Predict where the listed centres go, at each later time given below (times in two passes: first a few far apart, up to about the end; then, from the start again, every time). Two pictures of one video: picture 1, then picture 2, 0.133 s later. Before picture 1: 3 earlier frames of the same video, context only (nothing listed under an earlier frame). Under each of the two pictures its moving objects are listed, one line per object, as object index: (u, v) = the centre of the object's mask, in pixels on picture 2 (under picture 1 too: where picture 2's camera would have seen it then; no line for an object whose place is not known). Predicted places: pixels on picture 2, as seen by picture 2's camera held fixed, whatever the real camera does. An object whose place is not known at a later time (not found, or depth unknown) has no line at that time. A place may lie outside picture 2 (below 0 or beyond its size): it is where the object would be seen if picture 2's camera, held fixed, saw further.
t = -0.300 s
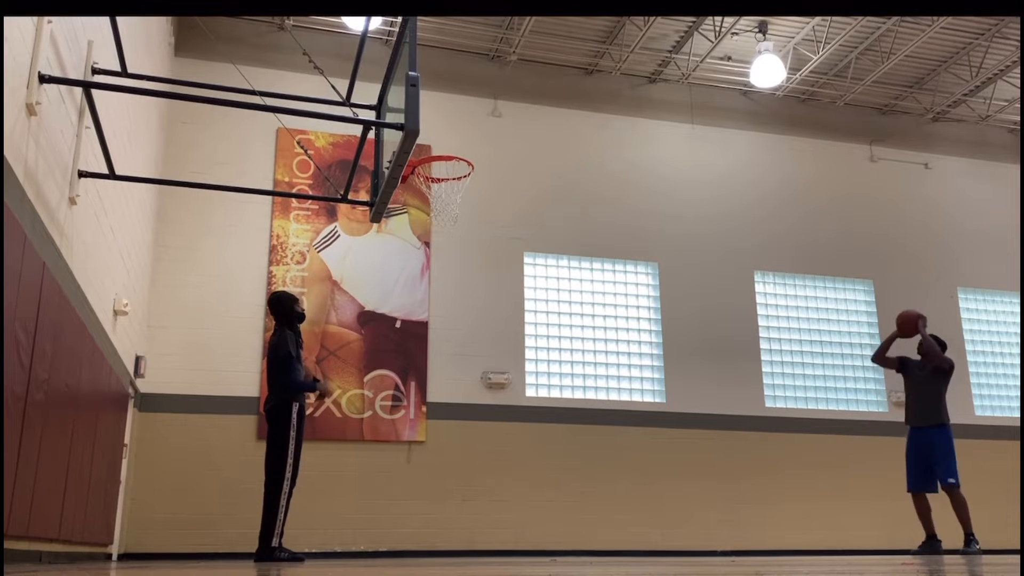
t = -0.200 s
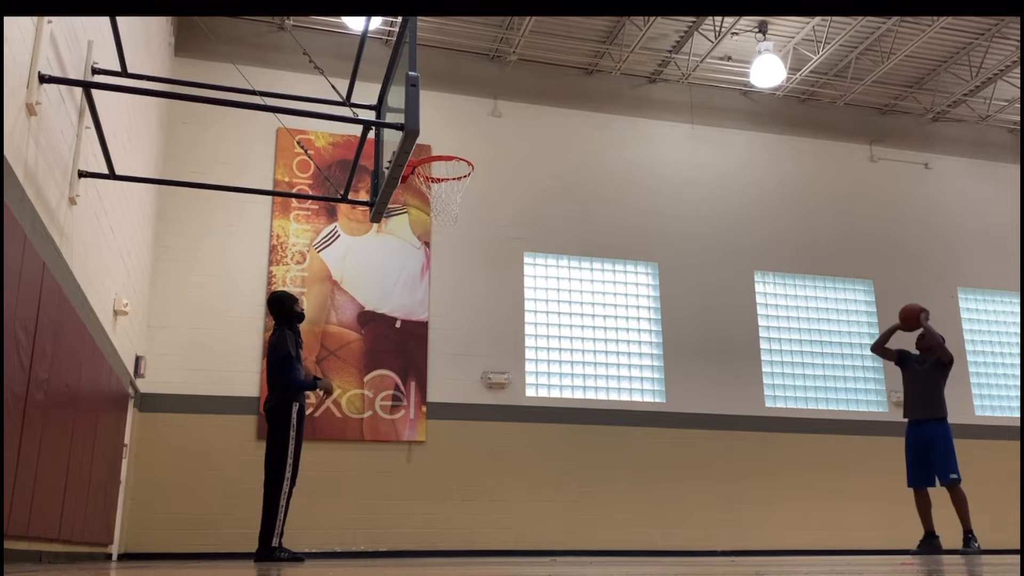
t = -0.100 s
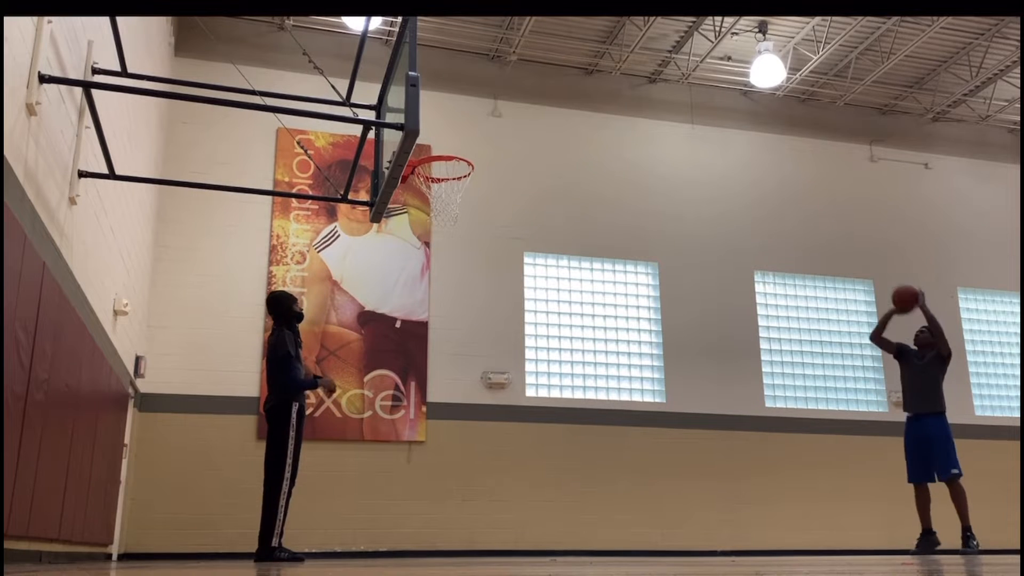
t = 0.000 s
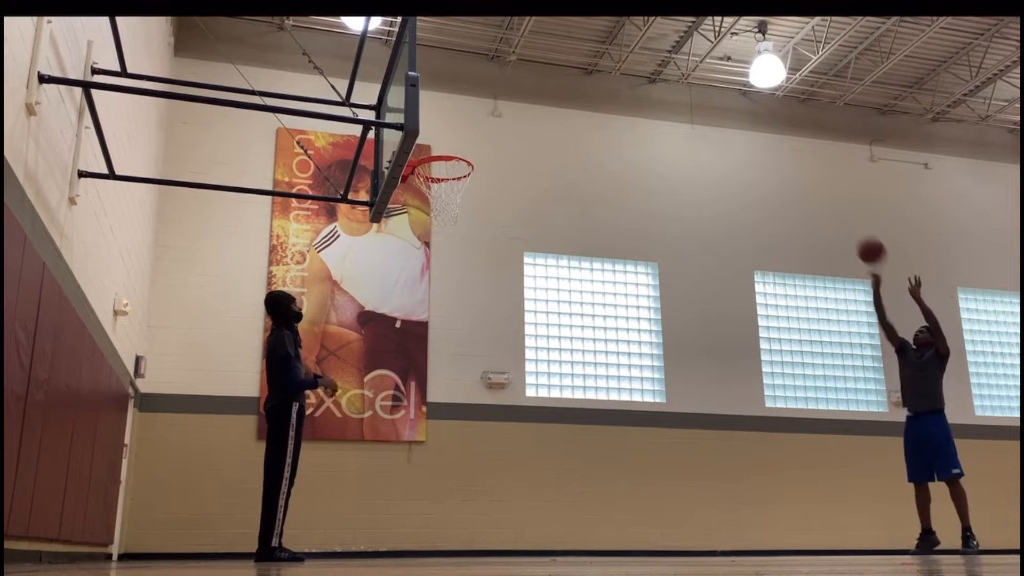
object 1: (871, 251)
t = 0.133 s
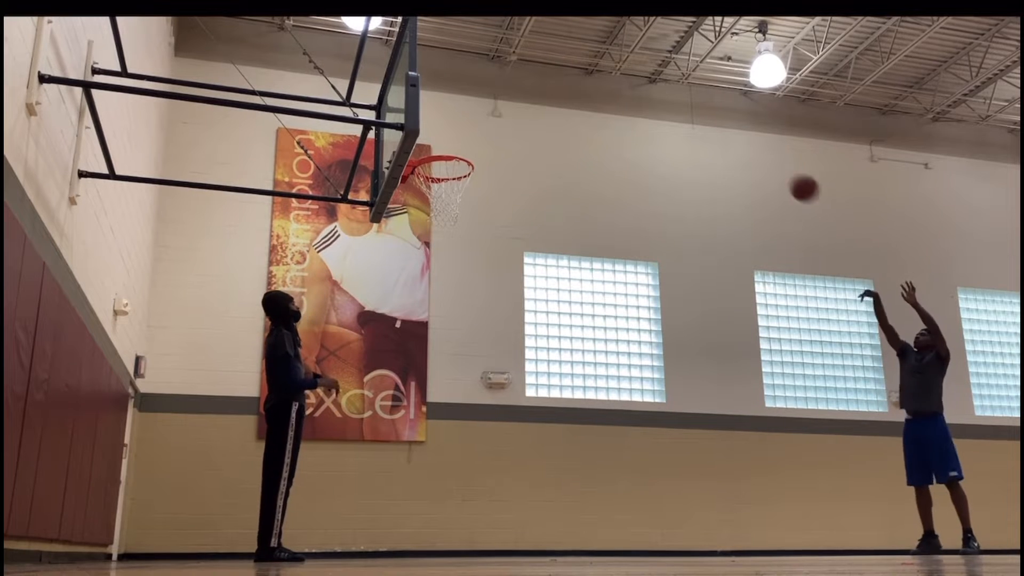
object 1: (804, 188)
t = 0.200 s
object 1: (771, 163)
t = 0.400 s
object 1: (675, 117)
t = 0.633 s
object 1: (564, 113)
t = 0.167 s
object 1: (787, 175)
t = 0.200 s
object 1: (771, 163)
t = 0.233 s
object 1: (755, 153)
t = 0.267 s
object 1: (739, 143)
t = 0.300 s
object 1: (723, 135)
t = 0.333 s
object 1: (707, 128)
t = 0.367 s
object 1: (691, 122)
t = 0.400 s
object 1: (675, 117)
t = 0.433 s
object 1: (660, 113)
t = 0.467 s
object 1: (644, 110)
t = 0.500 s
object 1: (628, 108)
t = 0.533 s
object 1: (612, 108)
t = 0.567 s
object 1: (596, 109)
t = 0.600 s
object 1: (580, 110)
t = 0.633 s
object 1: (564, 113)
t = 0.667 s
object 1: (547, 116)
